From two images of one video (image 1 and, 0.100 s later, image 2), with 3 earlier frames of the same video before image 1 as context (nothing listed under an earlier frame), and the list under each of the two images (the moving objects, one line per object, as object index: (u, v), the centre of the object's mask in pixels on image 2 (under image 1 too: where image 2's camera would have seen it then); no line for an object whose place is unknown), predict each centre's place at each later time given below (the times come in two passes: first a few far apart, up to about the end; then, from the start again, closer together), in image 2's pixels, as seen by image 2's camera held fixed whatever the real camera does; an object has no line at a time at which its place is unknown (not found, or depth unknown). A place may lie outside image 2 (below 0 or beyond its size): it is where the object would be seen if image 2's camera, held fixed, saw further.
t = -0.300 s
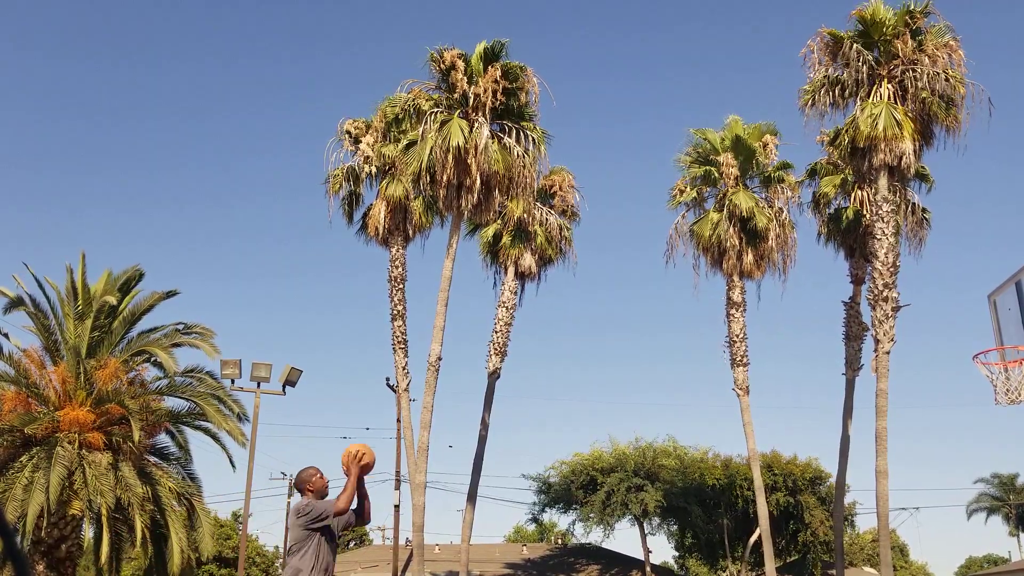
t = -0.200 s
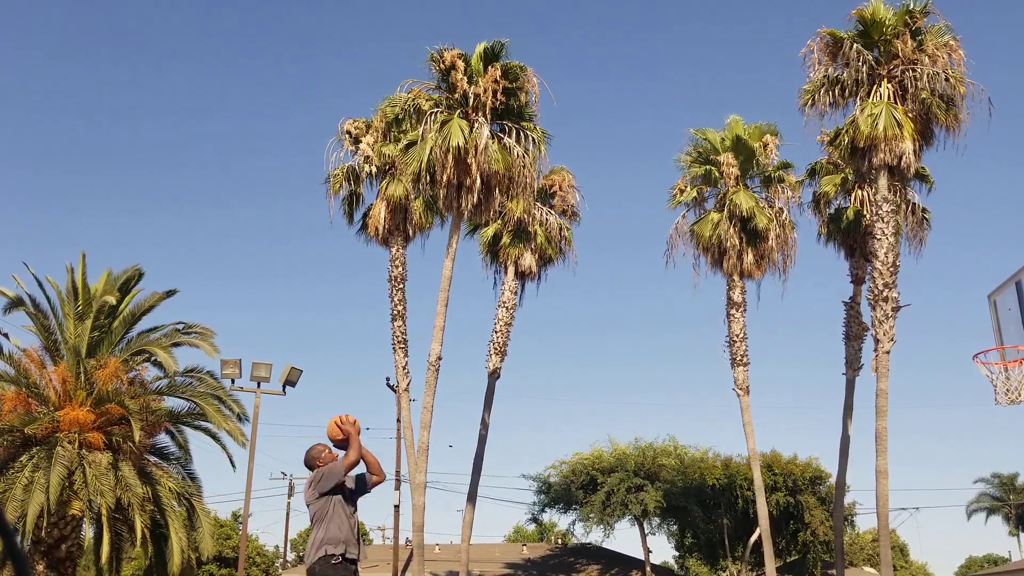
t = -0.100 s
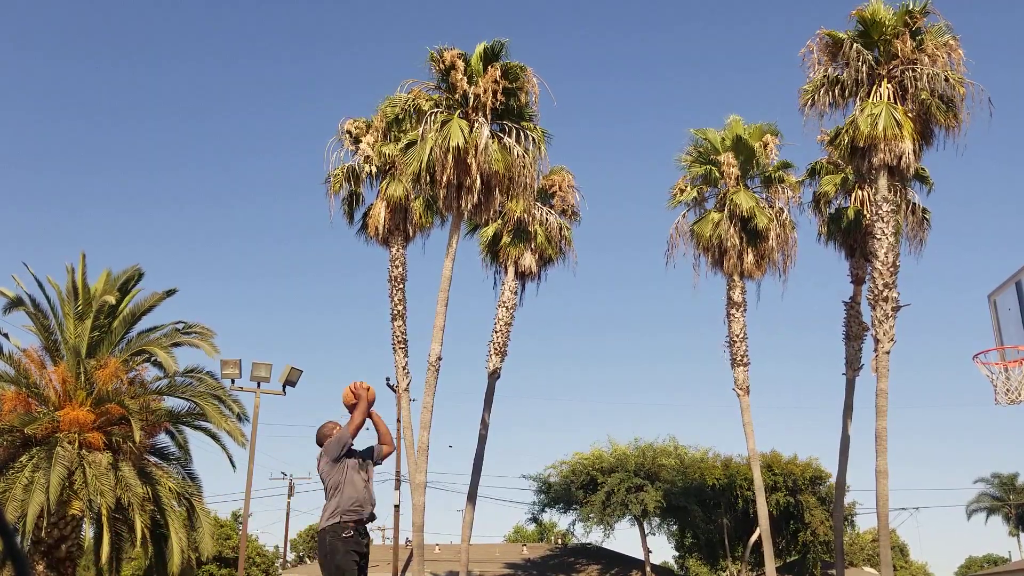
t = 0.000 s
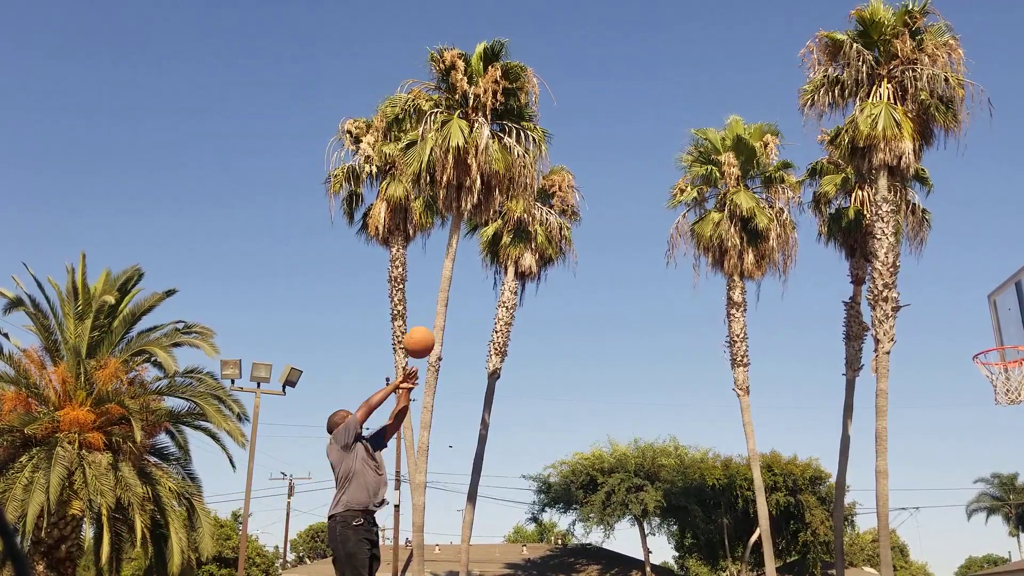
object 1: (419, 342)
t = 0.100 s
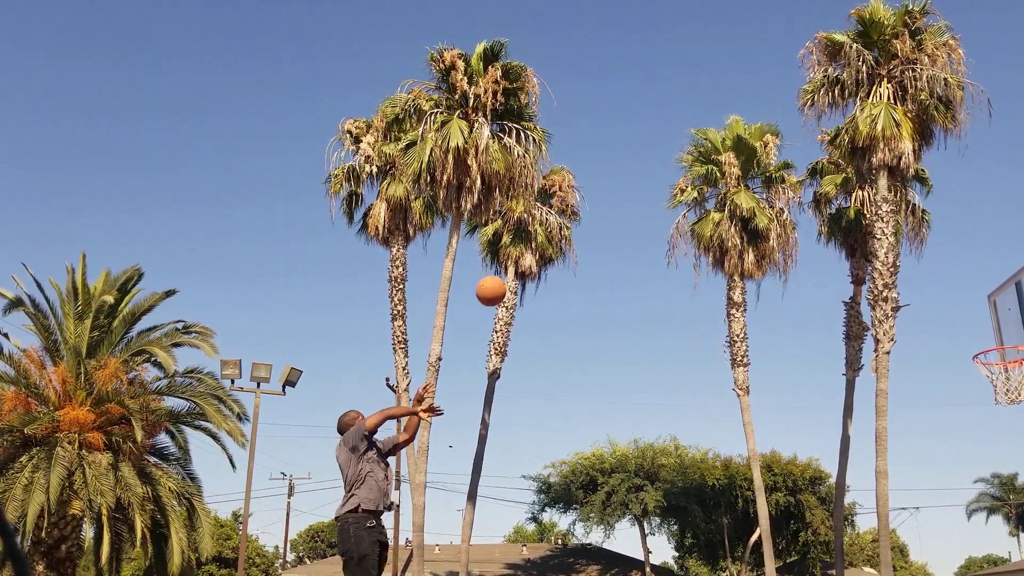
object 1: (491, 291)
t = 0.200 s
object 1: (559, 254)
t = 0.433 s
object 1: (710, 215)
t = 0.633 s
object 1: (834, 231)
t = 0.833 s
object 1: (962, 289)
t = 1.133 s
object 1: (1017, 319)
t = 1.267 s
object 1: (994, 331)
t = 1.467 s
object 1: (947, 392)
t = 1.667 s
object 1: (899, 520)
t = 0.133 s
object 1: (514, 277)
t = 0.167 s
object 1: (536, 265)
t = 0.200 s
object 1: (559, 254)
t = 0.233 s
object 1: (581, 244)
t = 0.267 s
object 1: (603, 236)
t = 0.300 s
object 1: (625, 229)
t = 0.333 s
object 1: (646, 224)
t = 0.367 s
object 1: (668, 220)
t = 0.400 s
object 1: (689, 217)
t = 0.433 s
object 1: (710, 215)
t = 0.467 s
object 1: (731, 215)
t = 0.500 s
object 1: (751, 216)
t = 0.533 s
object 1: (773, 217)
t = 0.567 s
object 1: (794, 221)
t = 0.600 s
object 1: (815, 225)
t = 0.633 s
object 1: (834, 231)
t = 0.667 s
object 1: (856, 238)
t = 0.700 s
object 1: (877, 245)
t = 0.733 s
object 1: (899, 254)
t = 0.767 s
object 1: (920, 265)
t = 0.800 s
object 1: (941, 276)
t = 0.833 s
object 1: (962, 289)
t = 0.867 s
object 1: (984, 303)
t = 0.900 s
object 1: (1006, 318)
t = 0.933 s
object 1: (1018, 335)
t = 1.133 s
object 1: (1017, 319)
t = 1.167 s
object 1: (1013, 320)
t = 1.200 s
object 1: (1009, 322)
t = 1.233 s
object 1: (1002, 326)
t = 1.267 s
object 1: (994, 331)
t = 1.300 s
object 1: (985, 337)
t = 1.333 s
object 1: (977, 345)
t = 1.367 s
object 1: (970, 354)
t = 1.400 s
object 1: (962, 365)
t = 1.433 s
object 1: (954, 378)
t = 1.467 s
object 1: (947, 392)
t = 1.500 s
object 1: (939, 409)
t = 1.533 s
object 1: (931, 427)
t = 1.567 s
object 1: (923, 447)
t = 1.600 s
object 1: (915, 470)
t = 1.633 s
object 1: (908, 494)
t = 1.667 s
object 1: (899, 520)
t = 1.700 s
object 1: (891, 549)
